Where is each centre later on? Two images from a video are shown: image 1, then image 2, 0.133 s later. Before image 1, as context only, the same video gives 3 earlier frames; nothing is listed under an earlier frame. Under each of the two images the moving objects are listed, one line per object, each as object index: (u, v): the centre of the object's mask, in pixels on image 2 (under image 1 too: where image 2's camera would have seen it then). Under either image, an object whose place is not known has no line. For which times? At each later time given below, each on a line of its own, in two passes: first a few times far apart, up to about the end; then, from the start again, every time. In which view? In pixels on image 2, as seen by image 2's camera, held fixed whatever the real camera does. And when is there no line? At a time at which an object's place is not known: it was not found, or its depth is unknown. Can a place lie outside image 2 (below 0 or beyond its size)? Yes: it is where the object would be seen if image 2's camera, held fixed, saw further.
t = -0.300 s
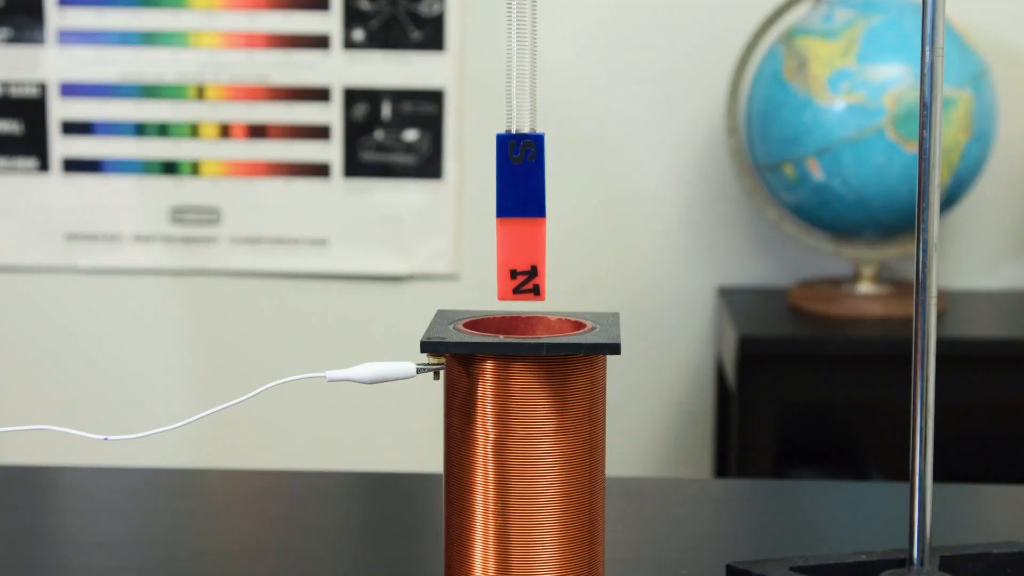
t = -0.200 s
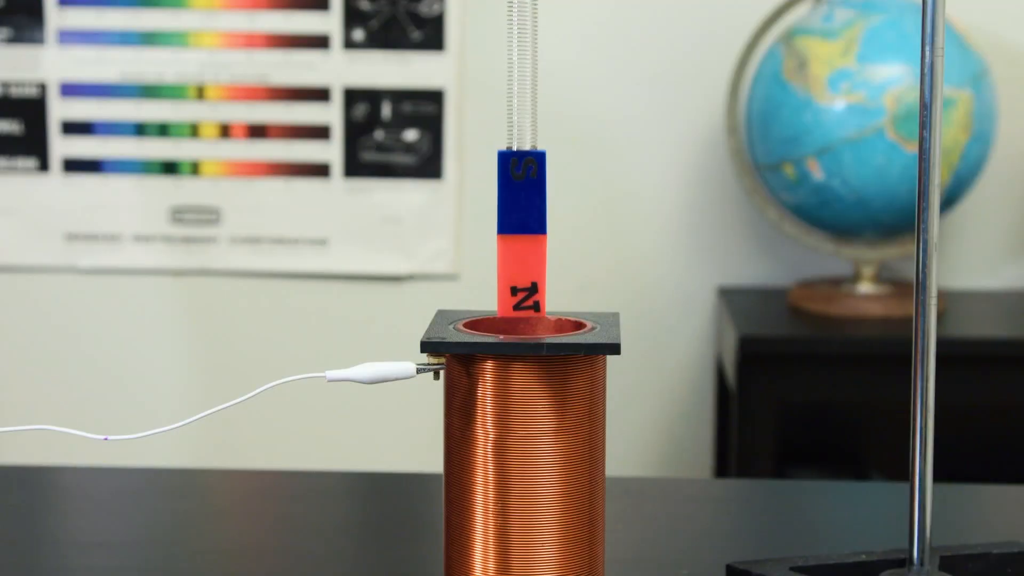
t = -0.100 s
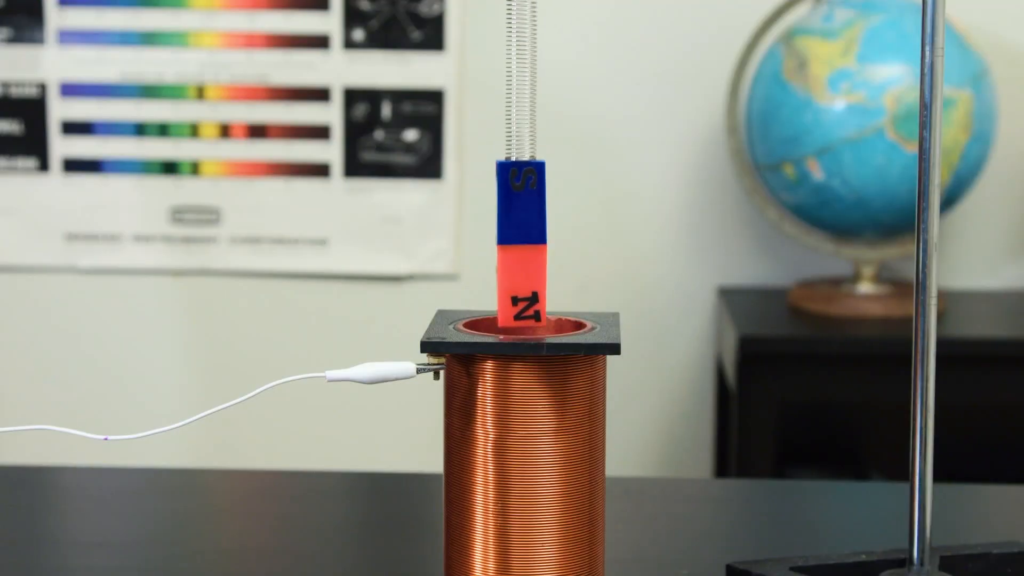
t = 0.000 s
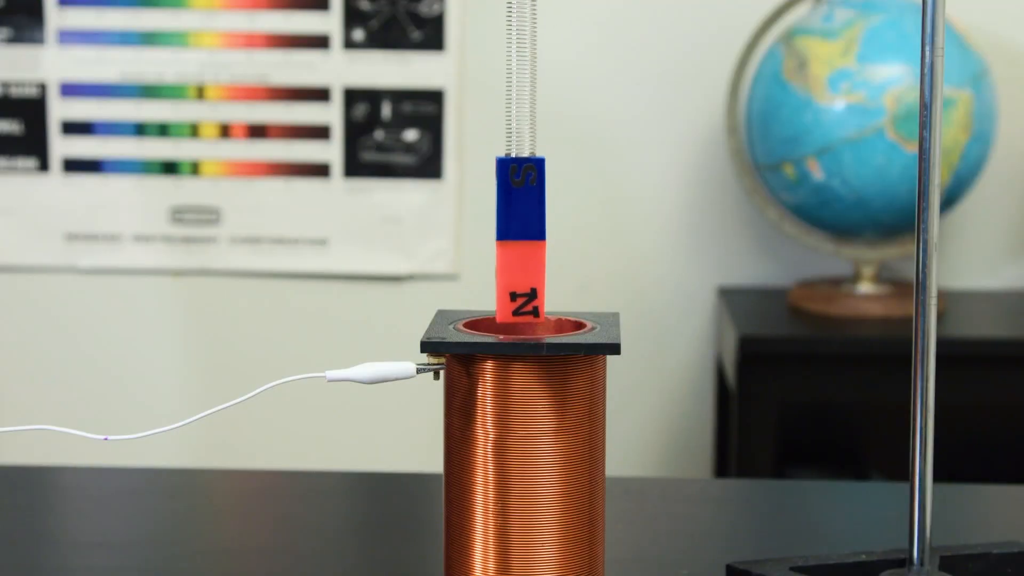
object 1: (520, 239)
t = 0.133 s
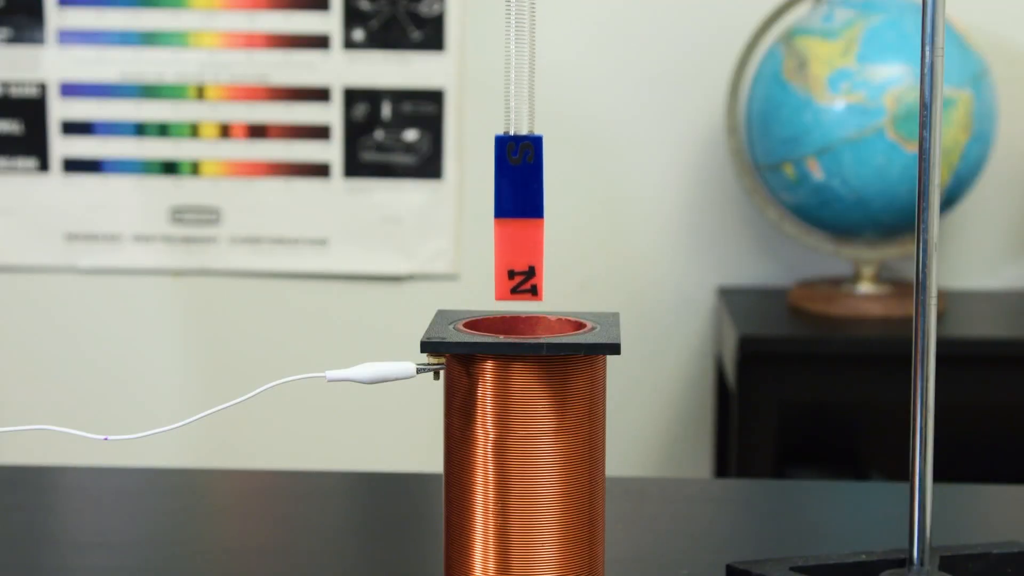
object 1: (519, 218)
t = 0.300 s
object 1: (518, 201)
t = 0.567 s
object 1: (521, 237)
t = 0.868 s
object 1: (520, 221)
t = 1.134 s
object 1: (518, 205)
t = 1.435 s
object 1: (521, 247)
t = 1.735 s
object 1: (521, 200)
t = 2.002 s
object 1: (519, 227)
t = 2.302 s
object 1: (520, 235)
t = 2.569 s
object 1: (521, 196)
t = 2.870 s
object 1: (520, 249)
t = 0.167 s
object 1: (518, 212)
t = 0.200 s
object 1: (518, 207)
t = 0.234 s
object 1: (518, 203)
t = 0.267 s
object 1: (518, 201)
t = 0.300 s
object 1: (518, 201)
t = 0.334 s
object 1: (518, 202)
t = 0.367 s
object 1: (519, 205)
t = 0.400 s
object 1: (519, 209)
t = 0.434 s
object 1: (519, 215)
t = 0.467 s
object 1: (520, 221)
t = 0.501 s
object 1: (520, 227)
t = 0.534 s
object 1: (521, 232)
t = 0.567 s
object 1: (521, 237)
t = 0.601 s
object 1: (522, 241)
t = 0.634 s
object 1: (522, 244)
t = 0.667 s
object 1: (522, 245)
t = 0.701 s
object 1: (522, 244)
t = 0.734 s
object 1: (522, 242)
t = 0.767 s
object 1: (522, 239)
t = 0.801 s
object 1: (521, 233)
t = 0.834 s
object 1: (521, 227)
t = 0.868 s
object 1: (520, 221)
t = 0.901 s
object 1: (520, 215)
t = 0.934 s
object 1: (519, 209)
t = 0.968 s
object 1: (519, 204)
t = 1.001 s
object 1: (519, 201)
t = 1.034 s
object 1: (519, 199)
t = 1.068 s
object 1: (519, 199)
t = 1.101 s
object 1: (518, 202)
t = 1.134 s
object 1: (518, 205)
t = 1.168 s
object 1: (518, 211)
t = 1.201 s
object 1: (518, 217)
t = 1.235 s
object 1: (519, 223)
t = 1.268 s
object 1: (519, 230)
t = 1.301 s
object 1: (519, 236)
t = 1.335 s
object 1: (520, 241)
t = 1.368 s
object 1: (520, 245)
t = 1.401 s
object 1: (520, 247)
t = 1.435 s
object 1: (521, 247)
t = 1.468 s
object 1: (521, 246)
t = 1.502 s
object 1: (521, 242)
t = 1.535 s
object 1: (521, 237)
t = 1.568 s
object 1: (521, 231)
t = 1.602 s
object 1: (521, 224)
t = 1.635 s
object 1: (521, 217)
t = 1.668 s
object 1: (521, 210)
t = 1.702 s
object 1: (521, 204)
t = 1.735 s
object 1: (521, 200)
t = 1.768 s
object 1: (521, 198)
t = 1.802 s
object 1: (520, 197)
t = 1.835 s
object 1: (520, 198)
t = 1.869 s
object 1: (520, 202)
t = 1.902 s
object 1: (519, 207)
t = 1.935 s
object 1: (519, 213)
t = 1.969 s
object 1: (519, 220)
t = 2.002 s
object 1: (519, 227)
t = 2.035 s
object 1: (519, 234)
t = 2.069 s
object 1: (519, 240)
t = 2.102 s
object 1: (519, 245)
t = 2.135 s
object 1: (519, 248)
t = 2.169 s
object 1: (519, 249)
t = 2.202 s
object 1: (519, 249)
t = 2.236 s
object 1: (519, 246)
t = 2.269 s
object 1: (520, 241)
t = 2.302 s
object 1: (520, 235)
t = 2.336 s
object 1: (520, 227)
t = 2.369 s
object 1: (520, 220)
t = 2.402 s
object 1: (520, 213)
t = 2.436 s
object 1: (520, 206)
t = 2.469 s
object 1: (520, 200)
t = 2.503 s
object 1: (521, 197)
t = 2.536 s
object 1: (521, 195)
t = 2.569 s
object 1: (521, 196)
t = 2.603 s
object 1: (521, 198)
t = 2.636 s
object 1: (521, 203)
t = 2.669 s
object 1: (521, 209)
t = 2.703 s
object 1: (521, 216)
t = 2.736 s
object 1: (521, 224)
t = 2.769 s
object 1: (521, 232)
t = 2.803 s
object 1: (521, 239)
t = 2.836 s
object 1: (520, 245)
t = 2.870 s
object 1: (520, 249)
